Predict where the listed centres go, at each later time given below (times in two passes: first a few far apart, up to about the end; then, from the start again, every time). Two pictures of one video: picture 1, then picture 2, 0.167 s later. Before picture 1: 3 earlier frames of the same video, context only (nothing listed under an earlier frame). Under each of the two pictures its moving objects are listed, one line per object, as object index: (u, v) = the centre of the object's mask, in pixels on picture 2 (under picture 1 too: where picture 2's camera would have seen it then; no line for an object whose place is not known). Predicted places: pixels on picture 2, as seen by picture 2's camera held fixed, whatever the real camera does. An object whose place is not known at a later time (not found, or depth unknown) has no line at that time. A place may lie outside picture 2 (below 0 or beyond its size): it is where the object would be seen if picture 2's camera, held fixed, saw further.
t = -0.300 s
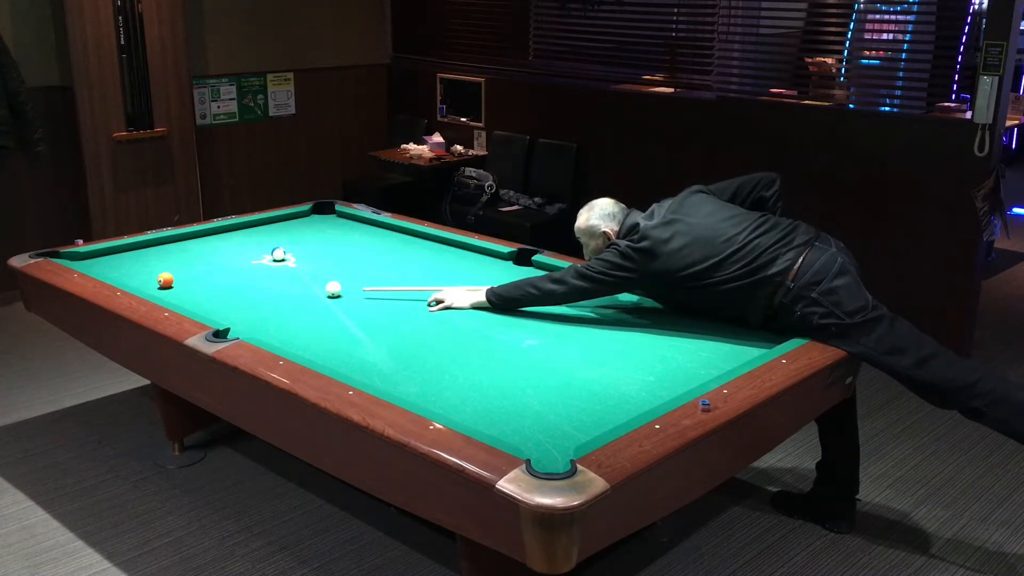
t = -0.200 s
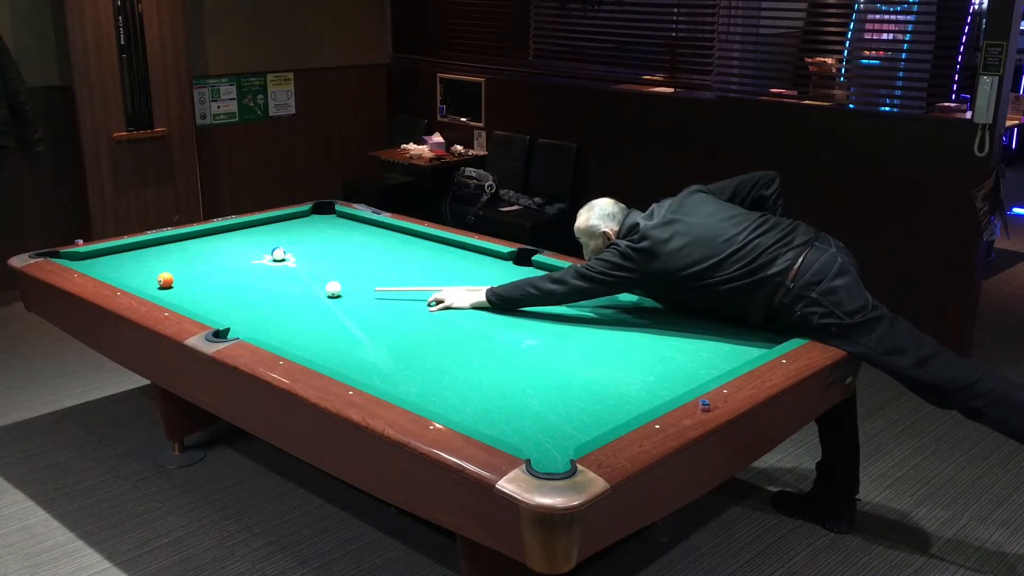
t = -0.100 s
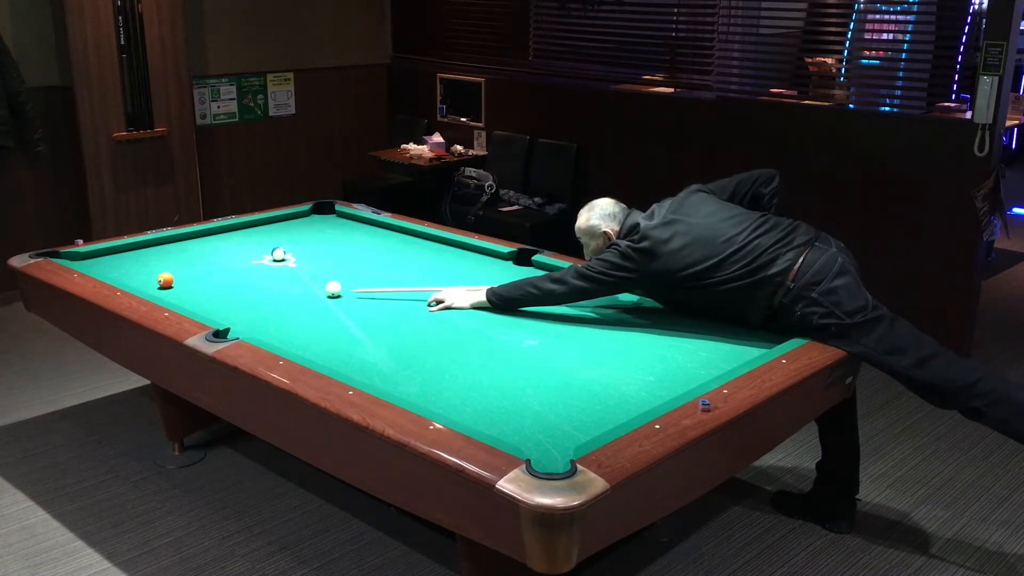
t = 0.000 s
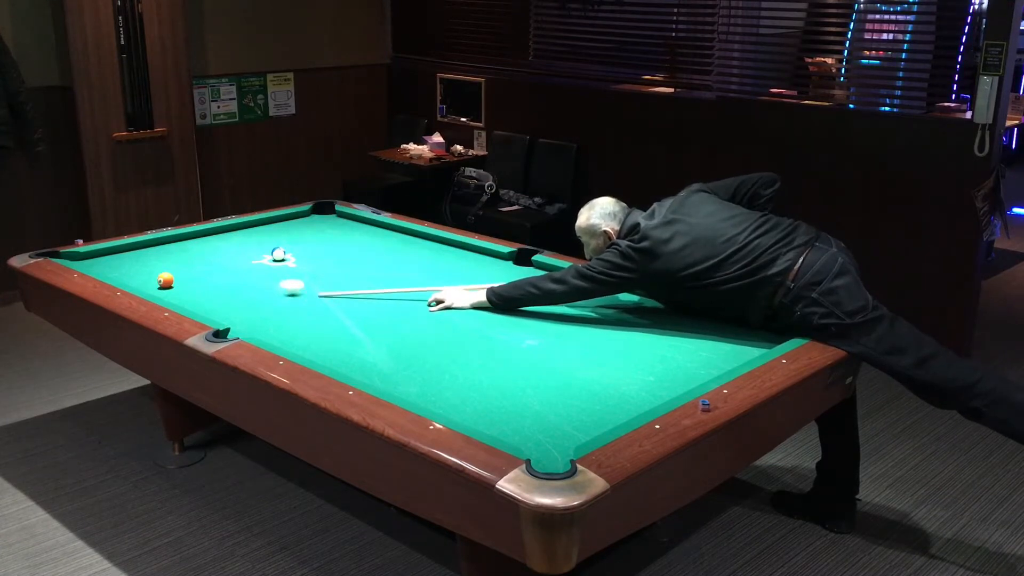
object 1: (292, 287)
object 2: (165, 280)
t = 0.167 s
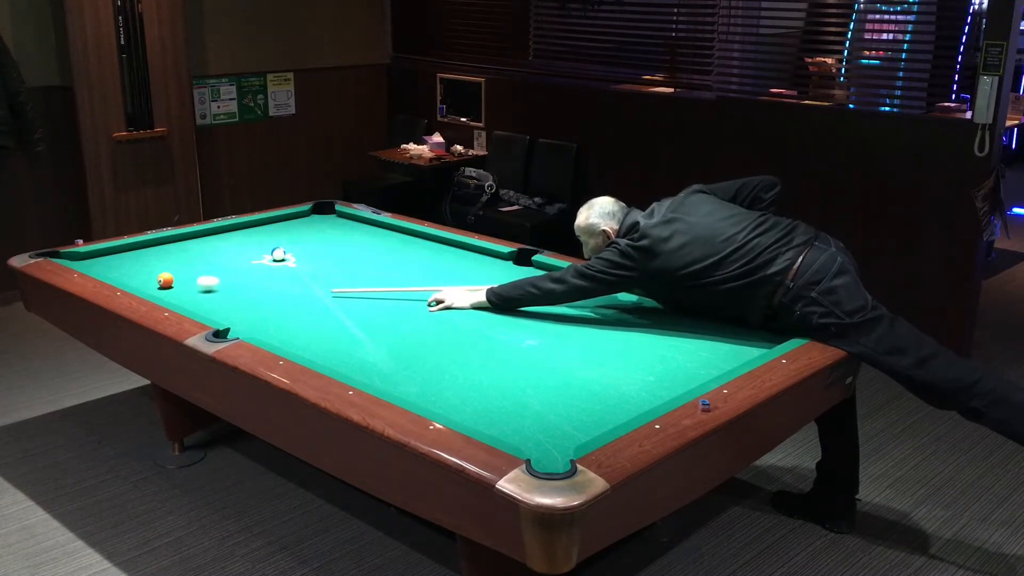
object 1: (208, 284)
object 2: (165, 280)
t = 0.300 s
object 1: (169, 284)
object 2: (150, 277)
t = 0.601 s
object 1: (159, 289)
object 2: (99, 265)
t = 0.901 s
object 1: (185, 289)
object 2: (57, 257)
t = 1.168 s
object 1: (206, 288)
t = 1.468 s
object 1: (227, 287)
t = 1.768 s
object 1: (246, 287)
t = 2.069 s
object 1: (262, 286)
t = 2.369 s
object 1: (277, 285)
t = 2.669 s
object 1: (288, 285)
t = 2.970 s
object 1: (298, 285)
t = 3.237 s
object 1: (305, 284)
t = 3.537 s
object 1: (311, 284)
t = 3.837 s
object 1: (315, 283)
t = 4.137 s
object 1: (317, 283)
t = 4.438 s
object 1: (317, 283)
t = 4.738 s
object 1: (317, 283)
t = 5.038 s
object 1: (317, 283)
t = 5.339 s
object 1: (317, 283)
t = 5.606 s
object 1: (317, 283)
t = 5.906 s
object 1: (317, 283)
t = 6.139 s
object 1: (317, 283)
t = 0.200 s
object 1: (193, 283)
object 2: (165, 280)
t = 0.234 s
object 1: (180, 282)
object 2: (164, 280)
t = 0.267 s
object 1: (173, 283)
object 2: (158, 278)
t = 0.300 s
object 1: (169, 284)
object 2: (150, 277)
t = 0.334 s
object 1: (164, 286)
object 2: (144, 275)
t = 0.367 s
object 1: (160, 287)
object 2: (137, 273)
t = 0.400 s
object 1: (156, 287)
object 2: (130, 272)
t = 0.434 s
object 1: (152, 288)
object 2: (125, 271)
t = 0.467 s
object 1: (148, 288)
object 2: (119, 270)
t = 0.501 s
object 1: (149, 288)
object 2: (114, 268)
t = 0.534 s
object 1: (153, 289)
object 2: (109, 267)
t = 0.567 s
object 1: (157, 289)
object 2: (104, 266)
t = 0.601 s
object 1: (159, 289)
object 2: (99, 265)
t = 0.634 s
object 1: (162, 290)
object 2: (94, 263)
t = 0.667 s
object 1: (165, 290)
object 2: (89, 262)
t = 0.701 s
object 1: (168, 290)
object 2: (84, 261)
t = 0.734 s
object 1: (171, 290)
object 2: (79, 259)
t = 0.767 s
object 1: (174, 289)
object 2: (74, 258)
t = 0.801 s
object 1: (176, 289)
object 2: (69, 257)
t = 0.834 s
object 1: (179, 289)
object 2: (64, 256)
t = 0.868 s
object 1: (182, 289)
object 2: (60, 256)
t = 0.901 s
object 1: (185, 289)
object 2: (57, 257)
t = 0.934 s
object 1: (188, 289)
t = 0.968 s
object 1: (190, 289)
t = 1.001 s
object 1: (193, 288)
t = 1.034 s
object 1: (196, 289)
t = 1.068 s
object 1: (198, 288)
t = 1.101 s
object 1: (201, 288)
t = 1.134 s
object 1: (203, 288)
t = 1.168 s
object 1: (206, 288)
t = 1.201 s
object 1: (208, 288)
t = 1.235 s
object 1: (211, 288)
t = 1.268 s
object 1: (213, 288)
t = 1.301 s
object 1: (215, 288)
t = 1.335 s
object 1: (218, 288)
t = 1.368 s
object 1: (220, 287)
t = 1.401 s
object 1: (222, 287)
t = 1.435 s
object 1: (225, 287)
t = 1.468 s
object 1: (227, 287)
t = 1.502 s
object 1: (229, 287)
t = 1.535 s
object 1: (231, 287)
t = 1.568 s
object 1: (233, 287)
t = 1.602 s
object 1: (235, 287)
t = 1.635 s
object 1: (238, 287)
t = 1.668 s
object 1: (240, 287)
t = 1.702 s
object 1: (242, 287)
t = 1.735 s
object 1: (244, 287)
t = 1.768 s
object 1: (246, 287)
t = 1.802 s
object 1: (248, 287)
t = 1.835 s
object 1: (249, 286)
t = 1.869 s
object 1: (251, 287)
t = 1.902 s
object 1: (253, 286)
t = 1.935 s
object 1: (255, 286)
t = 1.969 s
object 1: (257, 286)
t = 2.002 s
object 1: (259, 286)
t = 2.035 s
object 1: (260, 286)
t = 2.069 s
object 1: (262, 286)
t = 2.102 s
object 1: (264, 286)
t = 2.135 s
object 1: (265, 286)
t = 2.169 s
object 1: (267, 286)
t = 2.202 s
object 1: (269, 286)
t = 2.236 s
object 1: (270, 286)
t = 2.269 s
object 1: (272, 286)
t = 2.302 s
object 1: (273, 286)
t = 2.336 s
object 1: (275, 286)
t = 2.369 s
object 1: (277, 285)
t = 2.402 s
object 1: (278, 286)
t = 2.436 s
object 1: (279, 285)
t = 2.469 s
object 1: (281, 285)
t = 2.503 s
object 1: (282, 285)
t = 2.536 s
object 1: (283, 285)
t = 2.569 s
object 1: (284, 285)
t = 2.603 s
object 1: (286, 285)
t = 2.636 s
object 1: (287, 285)
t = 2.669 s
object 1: (288, 285)
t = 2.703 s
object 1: (290, 285)
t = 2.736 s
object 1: (291, 285)
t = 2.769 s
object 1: (292, 285)
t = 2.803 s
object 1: (293, 285)
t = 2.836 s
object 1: (294, 285)
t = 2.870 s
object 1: (295, 285)
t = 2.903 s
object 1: (296, 285)
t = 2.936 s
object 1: (297, 285)
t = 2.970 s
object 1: (298, 285)
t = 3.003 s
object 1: (299, 285)
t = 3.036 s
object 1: (300, 284)
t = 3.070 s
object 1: (301, 284)
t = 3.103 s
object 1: (302, 284)
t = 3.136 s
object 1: (303, 284)
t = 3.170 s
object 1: (304, 284)
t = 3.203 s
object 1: (305, 284)
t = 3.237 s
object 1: (305, 284)
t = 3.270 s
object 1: (306, 284)
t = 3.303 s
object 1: (307, 284)
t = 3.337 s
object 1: (307, 284)
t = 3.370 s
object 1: (308, 284)
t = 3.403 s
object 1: (309, 284)
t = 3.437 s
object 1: (309, 284)
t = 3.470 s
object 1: (310, 284)
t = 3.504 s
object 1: (311, 284)
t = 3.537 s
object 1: (311, 284)
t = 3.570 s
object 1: (312, 284)
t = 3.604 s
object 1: (312, 284)
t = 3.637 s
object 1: (313, 284)
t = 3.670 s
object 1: (313, 284)
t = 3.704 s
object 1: (314, 283)
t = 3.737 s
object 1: (314, 283)
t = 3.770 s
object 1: (314, 283)
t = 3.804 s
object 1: (315, 283)
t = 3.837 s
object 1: (315, 283)
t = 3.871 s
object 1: (316, 283)
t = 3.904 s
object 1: (316, 283)
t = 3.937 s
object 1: (316, 283)
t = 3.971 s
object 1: (316, 283)
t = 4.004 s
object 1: (316, 283)
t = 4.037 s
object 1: (317, 283)
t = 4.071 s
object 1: (317, 283)
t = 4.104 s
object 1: (317, 283)
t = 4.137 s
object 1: (317, 283)
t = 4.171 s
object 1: (317, 283)
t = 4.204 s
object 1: (317, 283)
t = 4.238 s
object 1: (317, 283)
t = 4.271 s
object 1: (317, 283)
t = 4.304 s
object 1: (317, 283)
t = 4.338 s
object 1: (317, 283)
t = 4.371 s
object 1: (317, 283)
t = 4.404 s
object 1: (317, 283)
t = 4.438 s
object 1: (317, 283)
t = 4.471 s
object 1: (317, 283)
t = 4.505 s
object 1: (317, 283)
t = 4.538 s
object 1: (317, 283)
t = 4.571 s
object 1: (317, 283)
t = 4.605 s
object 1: (317, 283)
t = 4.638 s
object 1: (317, 283)
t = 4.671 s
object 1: (317, 283)
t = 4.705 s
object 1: (317, 283)
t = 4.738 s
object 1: (317, 283)
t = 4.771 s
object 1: (317, 283)
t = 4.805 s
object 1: (317, 283)
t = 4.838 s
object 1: (317, 283)
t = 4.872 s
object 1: (317, 283)
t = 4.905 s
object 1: (317, 283)
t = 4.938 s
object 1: (317, 283)
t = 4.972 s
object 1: (317, 283)
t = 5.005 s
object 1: (317, 283)
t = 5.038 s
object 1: (317, 283)
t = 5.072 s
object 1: (317, 283)
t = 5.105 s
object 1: (317, 283)
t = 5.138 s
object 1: (317, 283)
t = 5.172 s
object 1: (317, 283)
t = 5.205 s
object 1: (317, 283)
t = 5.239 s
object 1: (317, 283)
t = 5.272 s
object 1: (317, 283)
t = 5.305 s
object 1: (317, 283)
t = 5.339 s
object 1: (317, 283)
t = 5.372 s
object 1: (317, 283)
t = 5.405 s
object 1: (317, 283)
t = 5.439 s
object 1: (317, 283)
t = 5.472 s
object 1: (317, 283)
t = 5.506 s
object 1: (317, 283)
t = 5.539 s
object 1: (317, 283)
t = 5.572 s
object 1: (317, 283)
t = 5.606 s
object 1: (317, 283)
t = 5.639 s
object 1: (317, 283)
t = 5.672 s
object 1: (317, 283)
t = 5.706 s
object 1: (317, 283)
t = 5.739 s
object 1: (317, 283)
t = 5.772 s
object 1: (317, 283)
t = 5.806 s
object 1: (317, 283)
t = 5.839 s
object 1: (317, 283)
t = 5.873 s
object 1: (317, 283)
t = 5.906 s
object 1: (317, 283)
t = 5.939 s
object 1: (317, 283)
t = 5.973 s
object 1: (317, 283)
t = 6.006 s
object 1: (317, 283)
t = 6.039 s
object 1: (317, 283)
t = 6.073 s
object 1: (317, 283)
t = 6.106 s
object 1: (317, 283)
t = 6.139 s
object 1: (317, 283)
